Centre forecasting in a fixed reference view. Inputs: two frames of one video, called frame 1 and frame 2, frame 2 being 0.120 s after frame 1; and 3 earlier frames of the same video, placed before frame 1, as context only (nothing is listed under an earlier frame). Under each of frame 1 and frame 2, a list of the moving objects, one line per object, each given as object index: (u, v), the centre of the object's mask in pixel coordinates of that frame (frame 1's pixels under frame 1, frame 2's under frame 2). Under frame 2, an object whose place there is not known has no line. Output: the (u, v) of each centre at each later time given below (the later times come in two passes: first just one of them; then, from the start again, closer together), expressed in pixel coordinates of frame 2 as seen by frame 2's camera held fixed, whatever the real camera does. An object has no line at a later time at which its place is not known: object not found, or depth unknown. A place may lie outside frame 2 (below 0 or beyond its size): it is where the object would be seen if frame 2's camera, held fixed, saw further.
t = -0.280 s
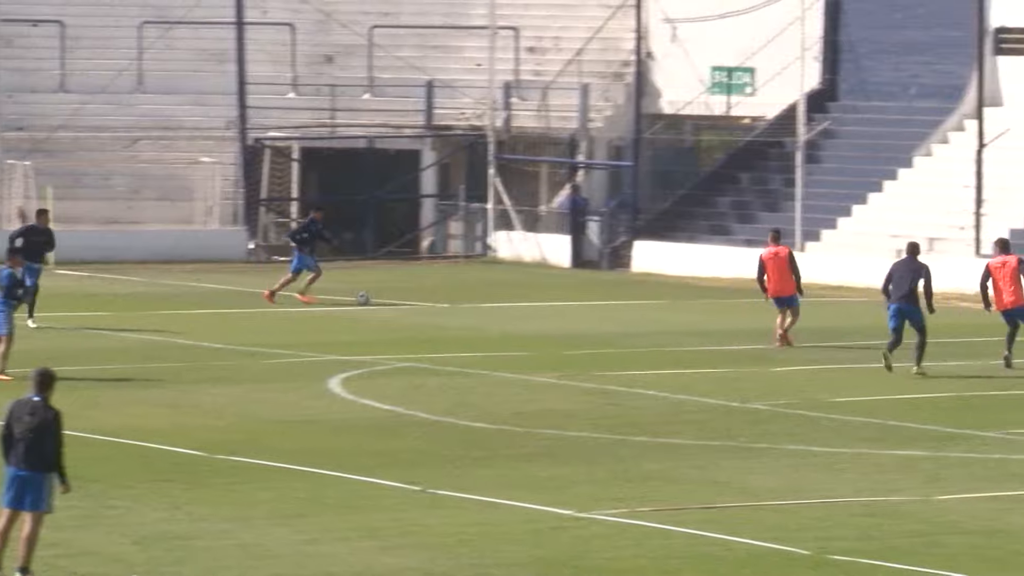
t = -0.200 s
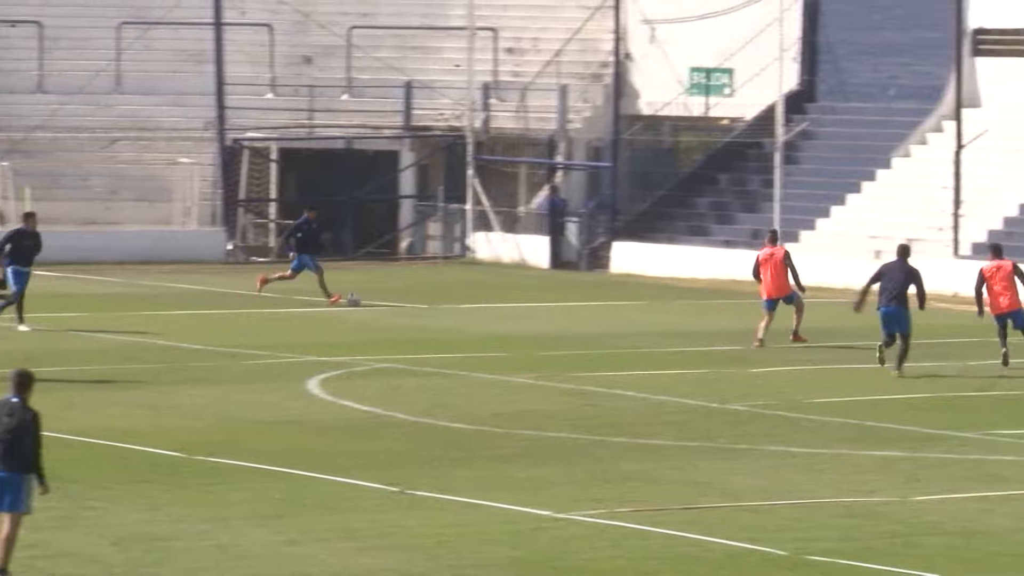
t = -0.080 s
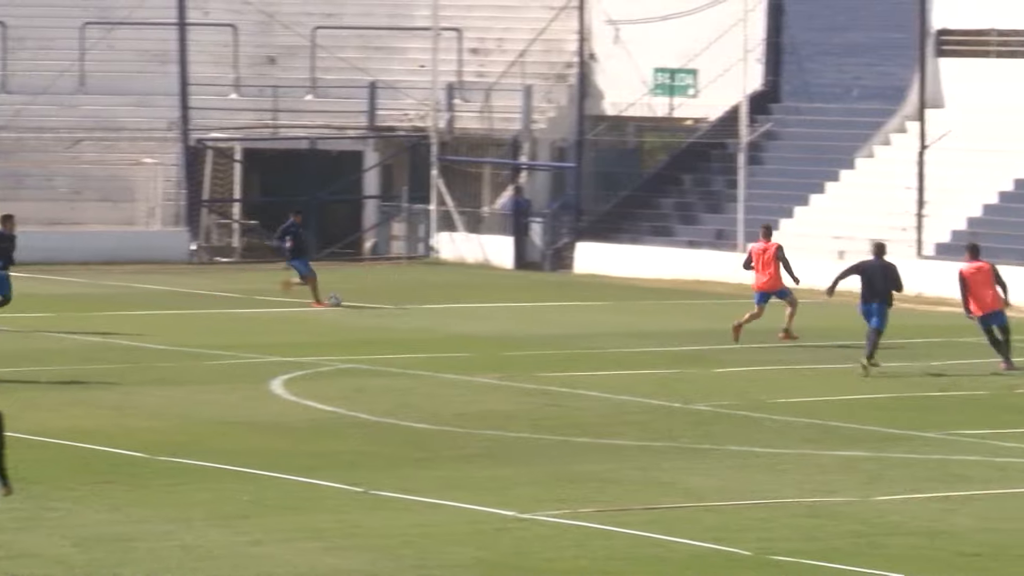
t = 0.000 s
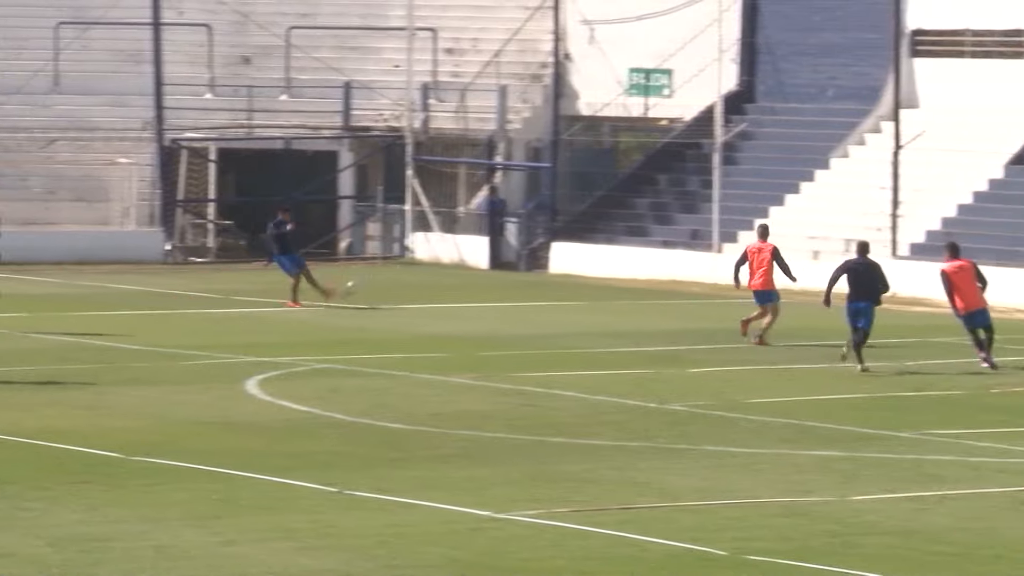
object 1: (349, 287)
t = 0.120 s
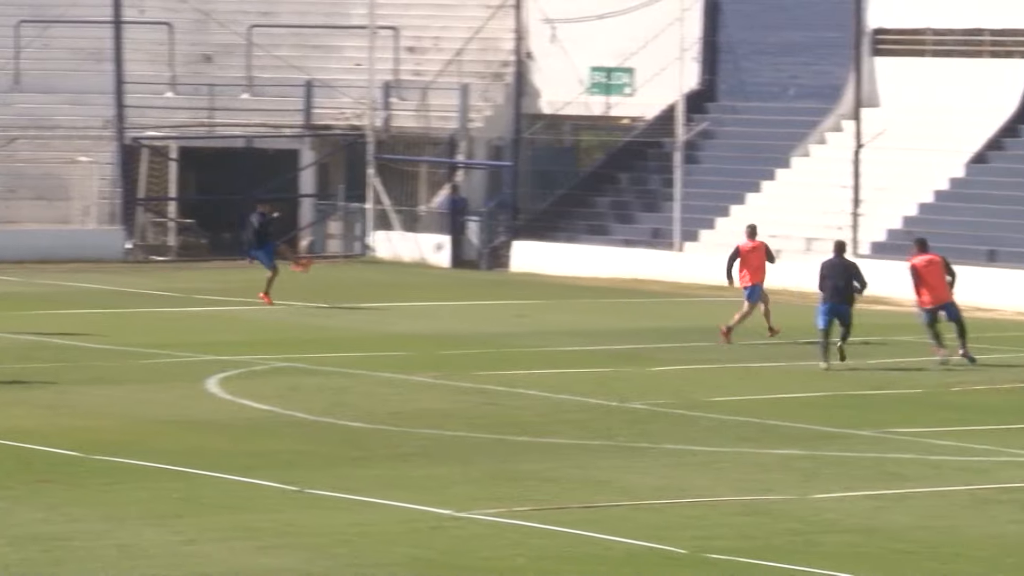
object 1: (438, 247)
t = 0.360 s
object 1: (685, 184)
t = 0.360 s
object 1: (685, 184)
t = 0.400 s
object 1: (721, 176)
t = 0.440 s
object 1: (762, 171)
